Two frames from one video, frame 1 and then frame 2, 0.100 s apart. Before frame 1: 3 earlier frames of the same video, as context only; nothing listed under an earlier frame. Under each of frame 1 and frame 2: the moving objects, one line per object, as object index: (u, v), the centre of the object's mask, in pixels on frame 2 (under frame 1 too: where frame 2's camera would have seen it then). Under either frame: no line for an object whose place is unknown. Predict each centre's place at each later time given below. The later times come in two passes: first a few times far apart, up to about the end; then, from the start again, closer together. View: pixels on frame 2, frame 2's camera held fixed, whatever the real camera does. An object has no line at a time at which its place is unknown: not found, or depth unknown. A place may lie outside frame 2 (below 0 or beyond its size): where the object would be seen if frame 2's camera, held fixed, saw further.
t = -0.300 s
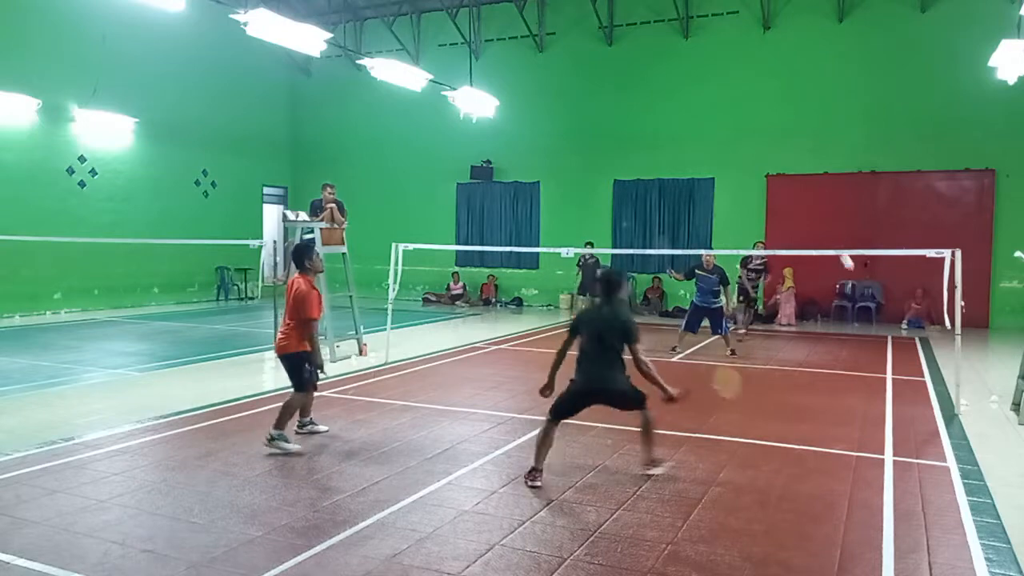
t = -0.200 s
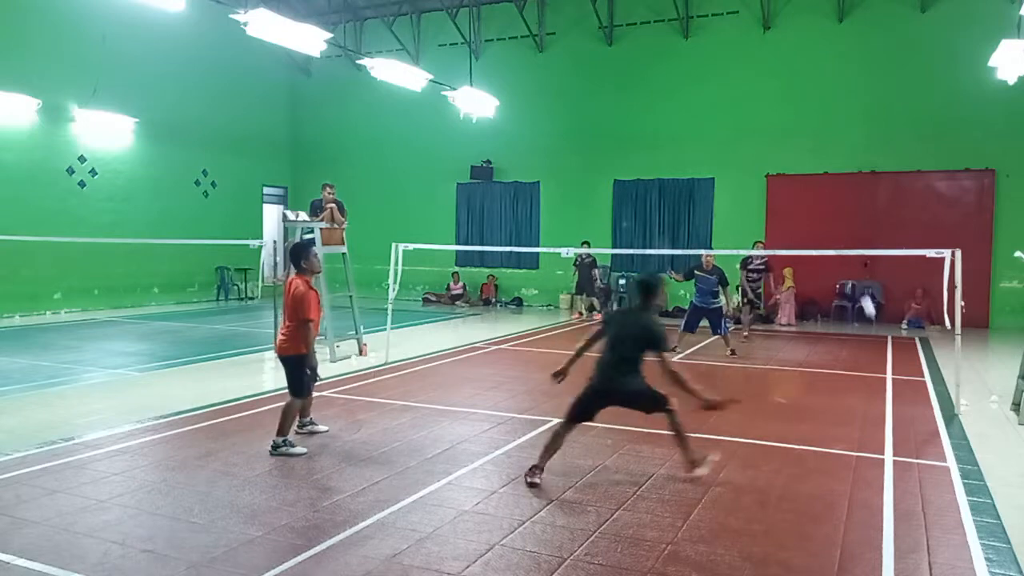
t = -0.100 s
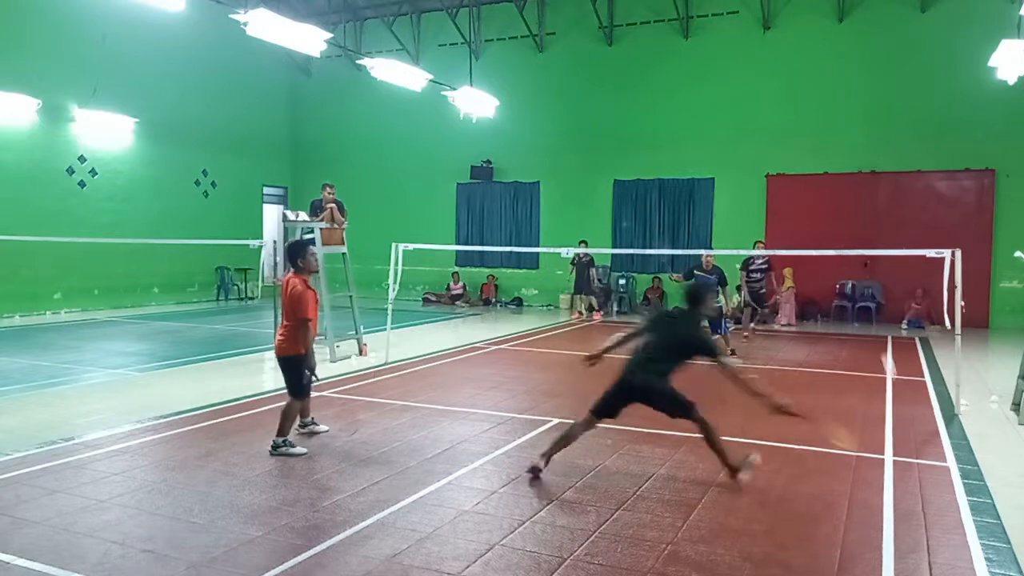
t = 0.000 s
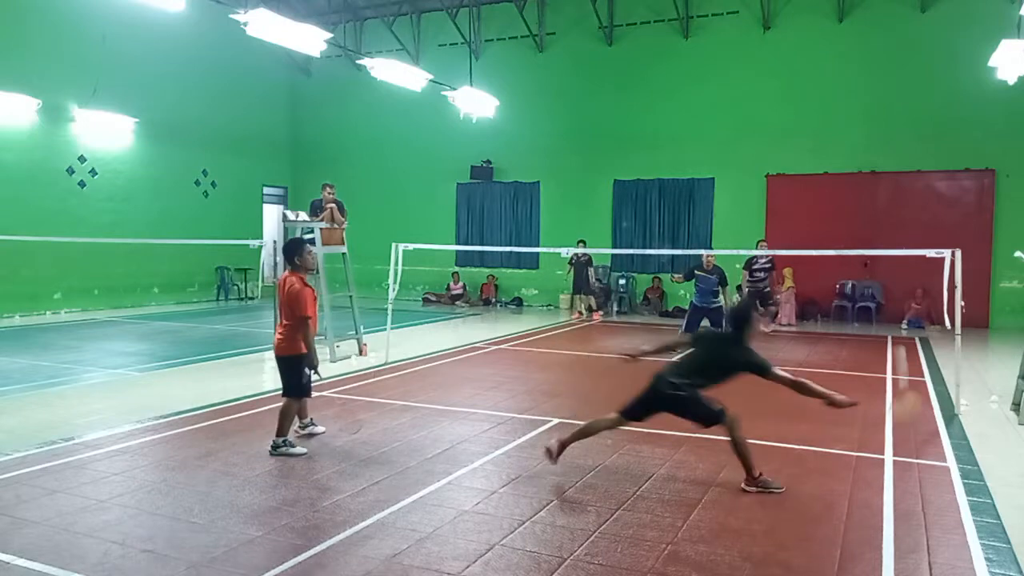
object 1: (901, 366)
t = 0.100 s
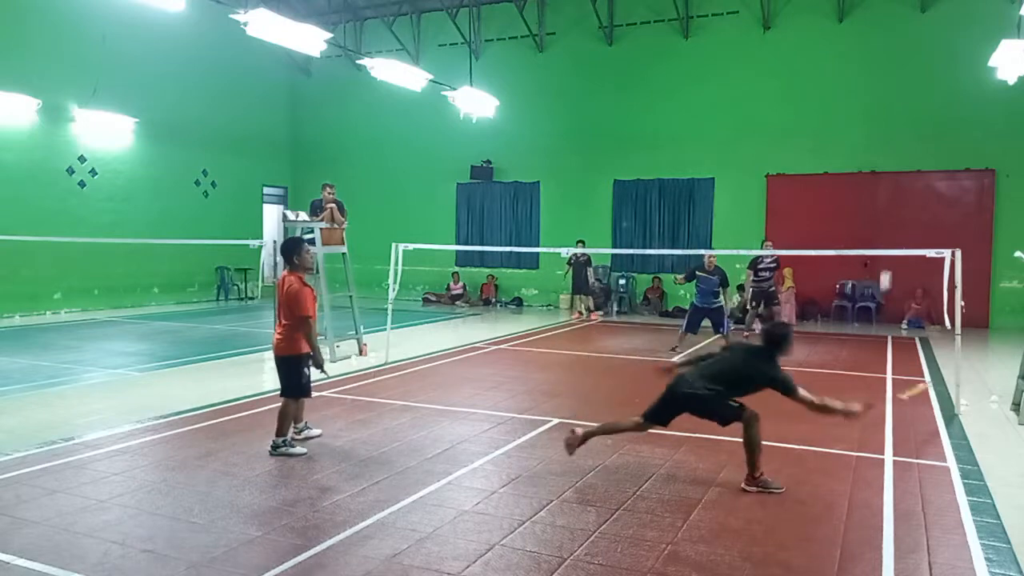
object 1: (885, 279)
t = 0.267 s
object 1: (887, 224)
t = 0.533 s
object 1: (886, 224)
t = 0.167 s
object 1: (891, 252)
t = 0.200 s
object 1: (890, 241)
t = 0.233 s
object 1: (889, 232)
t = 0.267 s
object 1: (887, 224)
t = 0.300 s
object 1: (887, 221)
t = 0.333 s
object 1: (887, 218)
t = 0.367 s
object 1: (887, 216)
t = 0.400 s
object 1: (887, 216)
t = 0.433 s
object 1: (887, 216)
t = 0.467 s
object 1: (887, 218)
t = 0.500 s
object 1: (886, 220)
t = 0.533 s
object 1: (886, 224)
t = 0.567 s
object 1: (886, 227)
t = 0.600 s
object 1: (886, 232)
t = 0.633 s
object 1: (885, 238)
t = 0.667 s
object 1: (885, 243)
